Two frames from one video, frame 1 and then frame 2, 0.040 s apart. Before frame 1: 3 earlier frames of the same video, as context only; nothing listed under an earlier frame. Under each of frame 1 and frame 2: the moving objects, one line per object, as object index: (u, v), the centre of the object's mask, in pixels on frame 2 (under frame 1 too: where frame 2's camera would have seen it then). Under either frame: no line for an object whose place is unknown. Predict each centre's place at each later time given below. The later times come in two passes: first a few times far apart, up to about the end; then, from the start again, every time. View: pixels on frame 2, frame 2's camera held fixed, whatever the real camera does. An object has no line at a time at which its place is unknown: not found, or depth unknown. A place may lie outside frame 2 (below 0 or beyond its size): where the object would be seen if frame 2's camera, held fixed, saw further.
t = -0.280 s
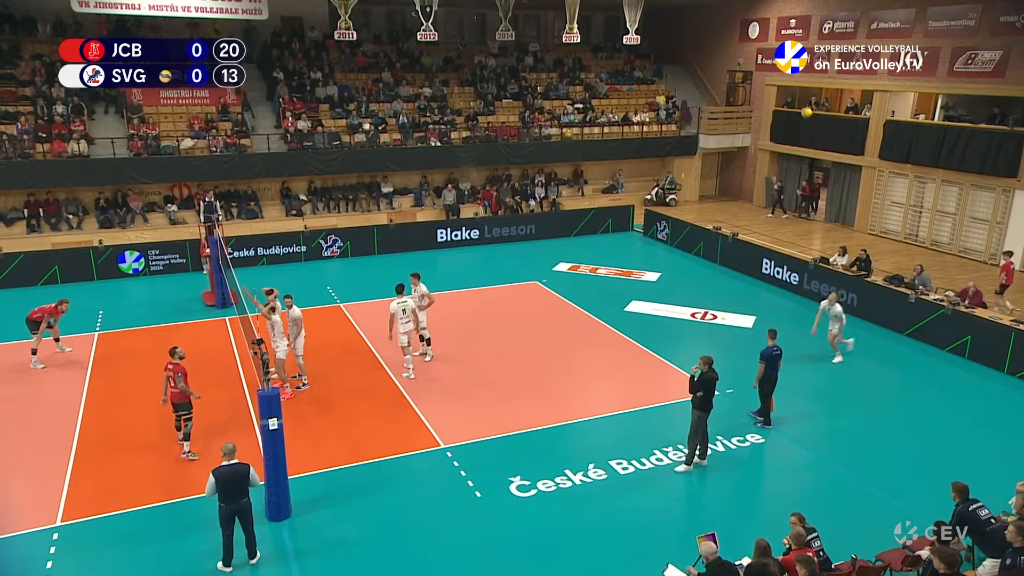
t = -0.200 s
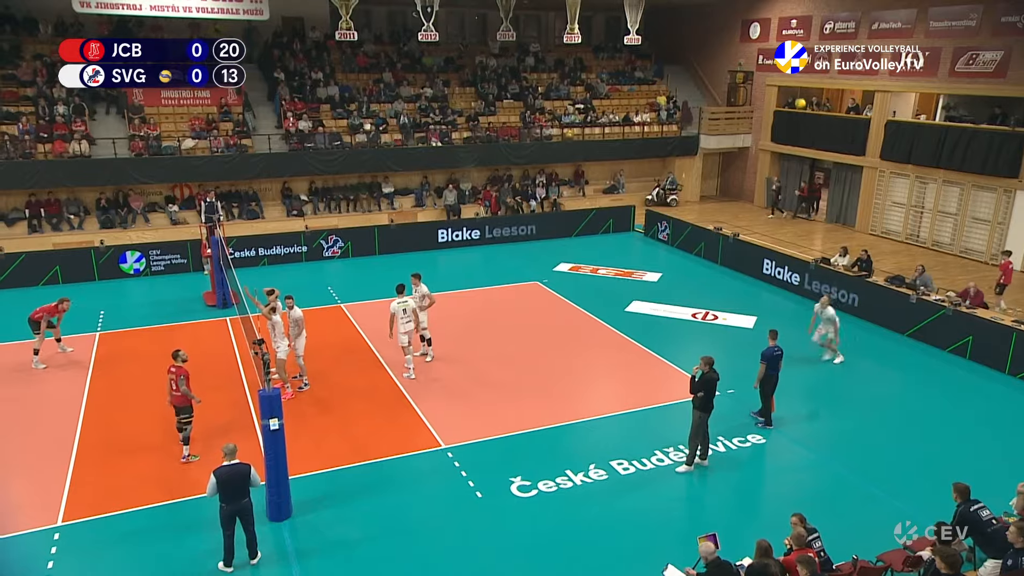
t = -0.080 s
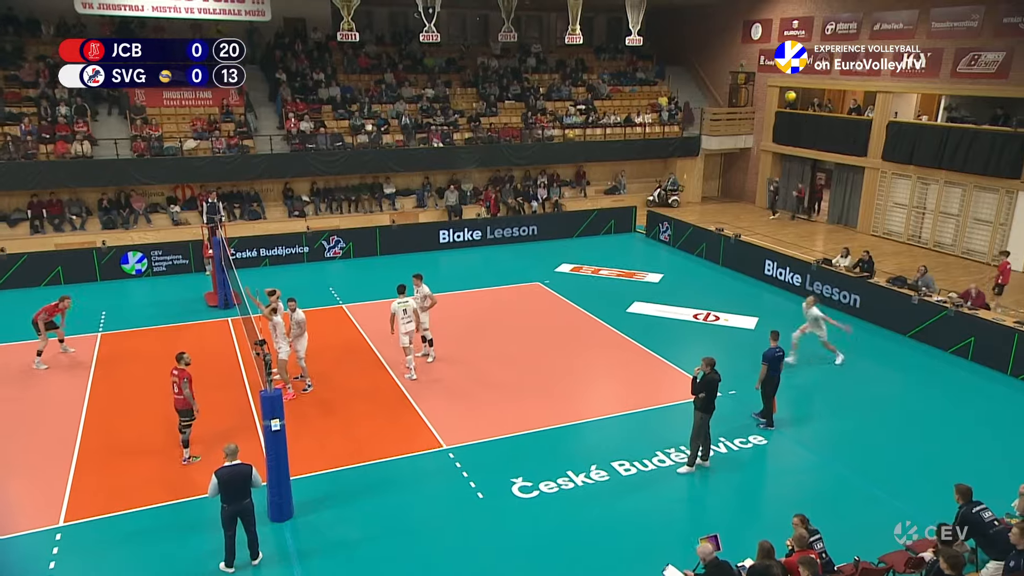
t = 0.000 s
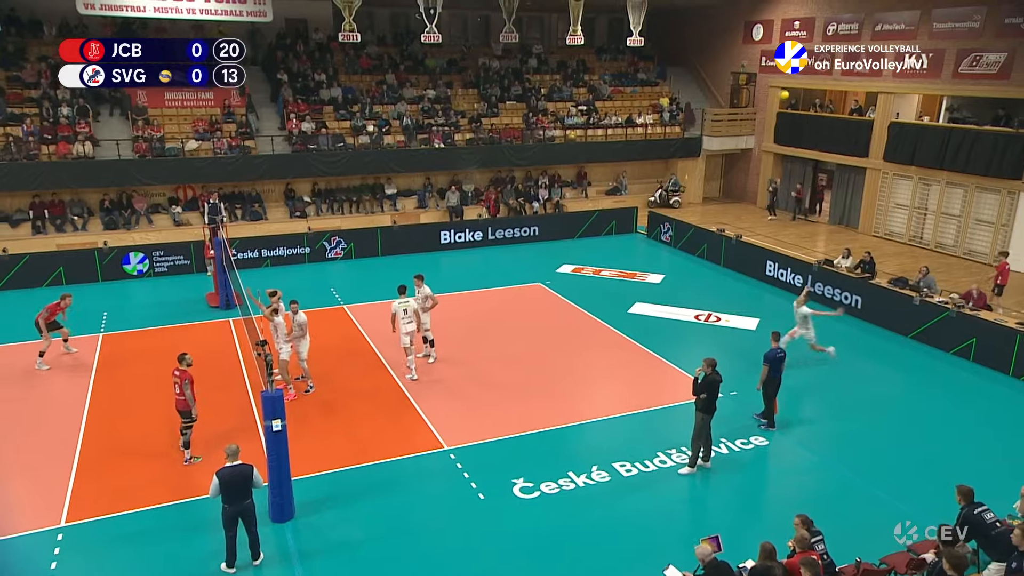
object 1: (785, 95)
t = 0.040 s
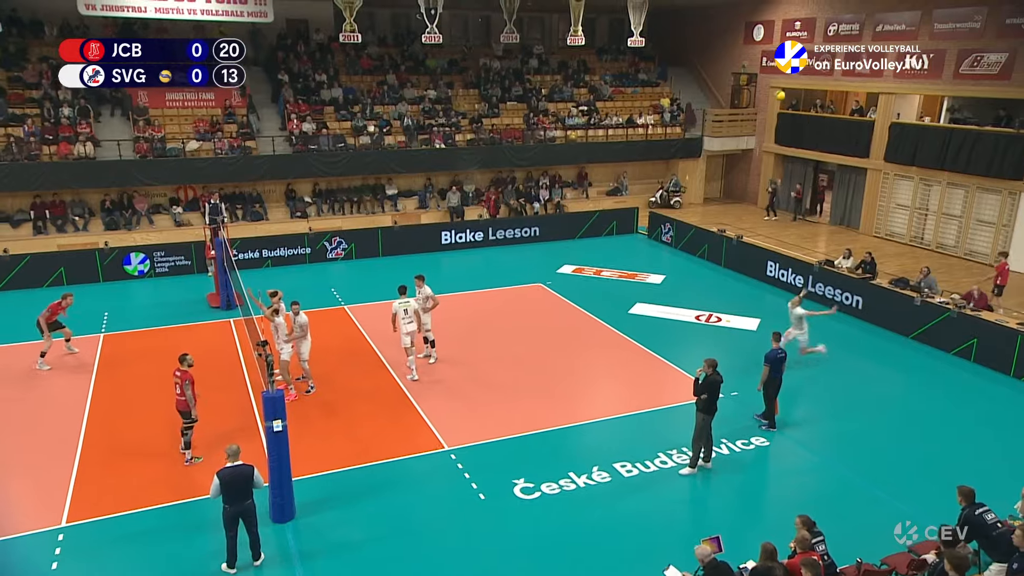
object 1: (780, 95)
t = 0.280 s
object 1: (752, 114)
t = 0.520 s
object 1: (723, 161)
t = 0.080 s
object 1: (776, 97)
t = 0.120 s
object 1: (771, 98)
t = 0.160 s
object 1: (767, 101)
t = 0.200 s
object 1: (761, 105)
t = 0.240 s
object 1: (757, 109)
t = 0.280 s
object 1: (752, 114)
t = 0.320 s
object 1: (747, 120)
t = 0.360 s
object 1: (743, 126)
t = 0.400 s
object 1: (738, 134)
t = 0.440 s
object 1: (733, 142)
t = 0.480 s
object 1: (728, 152)
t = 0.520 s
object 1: (723, 161)
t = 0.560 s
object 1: (719, 171)
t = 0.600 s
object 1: (714, 181)
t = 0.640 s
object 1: (709, 193)
